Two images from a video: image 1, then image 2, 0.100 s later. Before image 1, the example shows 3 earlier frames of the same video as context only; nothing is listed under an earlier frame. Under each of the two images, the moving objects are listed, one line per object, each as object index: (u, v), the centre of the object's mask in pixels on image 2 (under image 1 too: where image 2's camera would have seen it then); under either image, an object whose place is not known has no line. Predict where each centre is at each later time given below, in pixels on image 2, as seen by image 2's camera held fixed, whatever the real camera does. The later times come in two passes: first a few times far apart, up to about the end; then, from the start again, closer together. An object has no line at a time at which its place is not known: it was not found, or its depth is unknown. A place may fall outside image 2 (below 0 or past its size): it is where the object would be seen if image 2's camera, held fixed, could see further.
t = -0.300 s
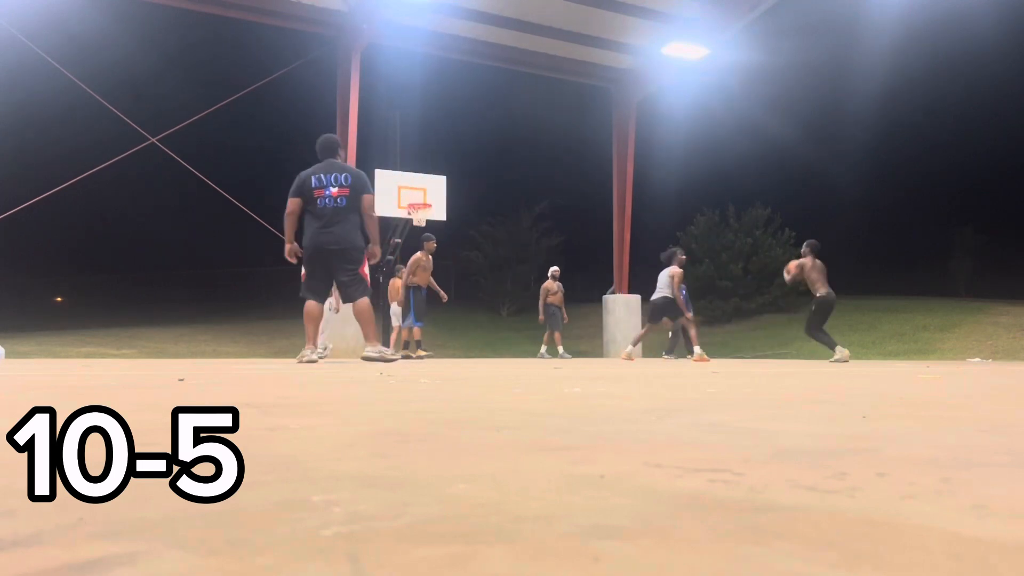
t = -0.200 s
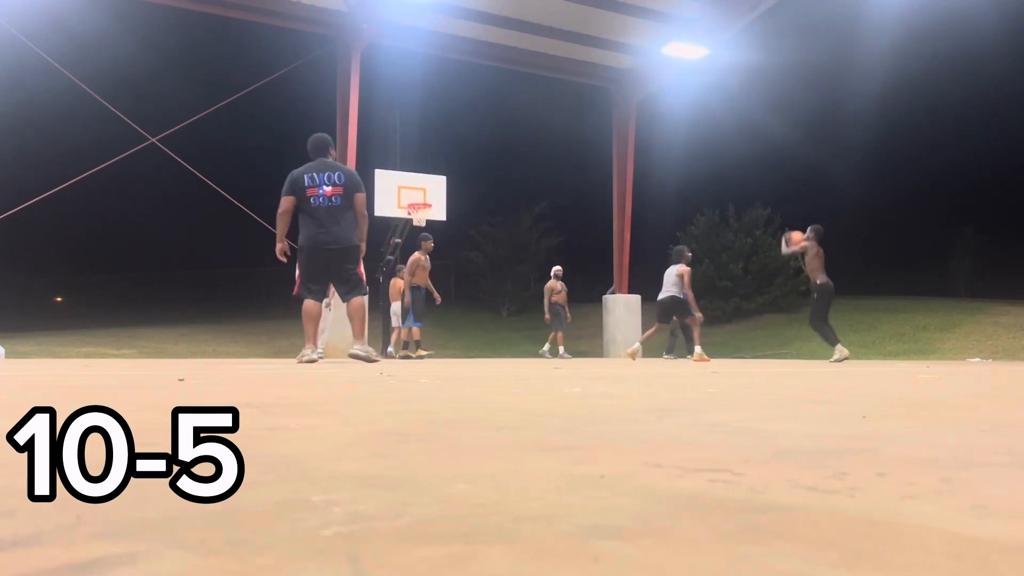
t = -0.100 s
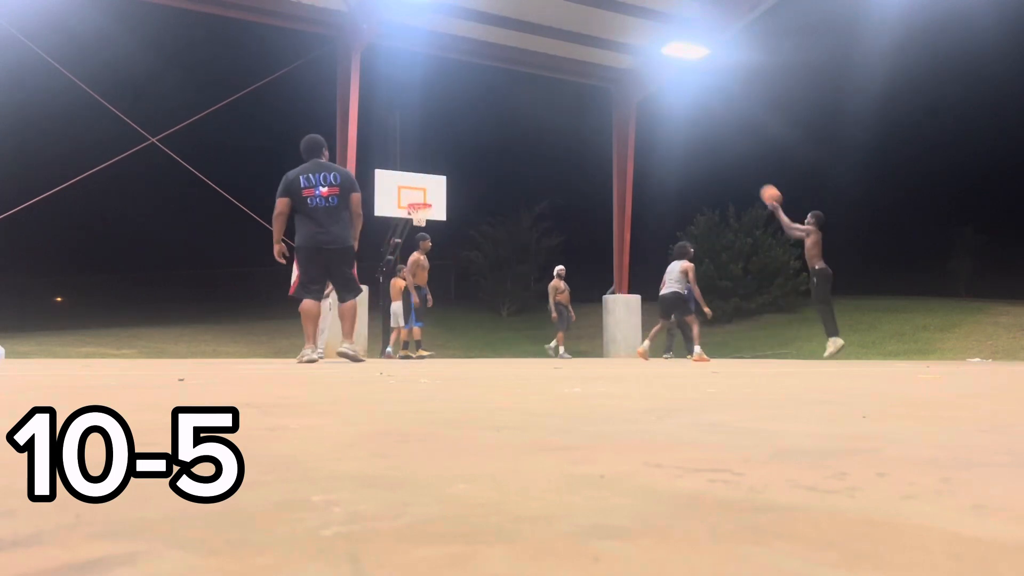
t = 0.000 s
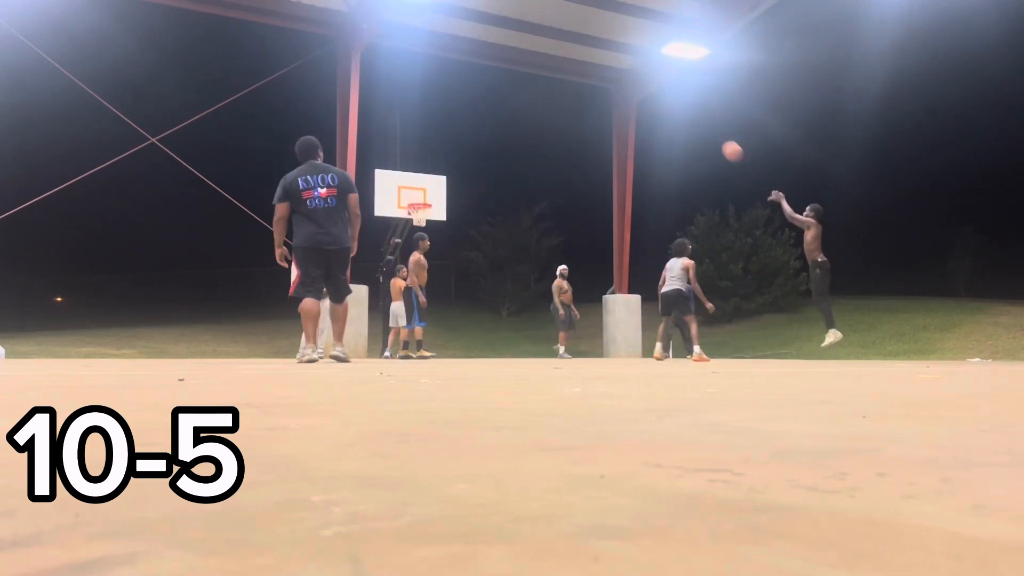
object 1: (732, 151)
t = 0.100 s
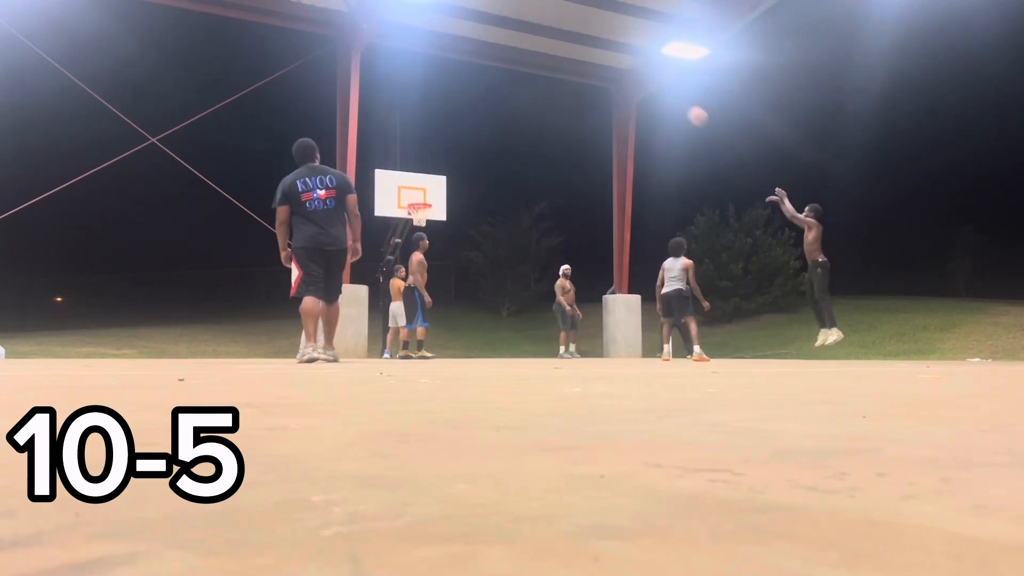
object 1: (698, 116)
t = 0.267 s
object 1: (644, 76)
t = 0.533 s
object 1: (573, 55)
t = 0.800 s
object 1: (512, 75)
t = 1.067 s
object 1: (461, 127)
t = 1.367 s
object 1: (413, 217)
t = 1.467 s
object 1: (420, 225)
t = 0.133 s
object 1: (686, 106)
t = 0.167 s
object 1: (675, 98)
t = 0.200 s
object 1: (664, 90)
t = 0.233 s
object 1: (655, 83)
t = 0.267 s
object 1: (644, 76)
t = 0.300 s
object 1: (635, 71)
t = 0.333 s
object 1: (625, 67)
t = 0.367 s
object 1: (616, 62)
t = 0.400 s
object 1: (607, 60)
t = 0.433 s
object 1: (598, 57)
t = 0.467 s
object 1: (590, 56)
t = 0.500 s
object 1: (581, 55)
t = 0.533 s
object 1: (573, 55)
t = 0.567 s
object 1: (565, 56)
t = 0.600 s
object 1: (556, 57)
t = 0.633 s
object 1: (549, 58)
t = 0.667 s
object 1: (542, 60)
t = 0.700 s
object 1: (534, 63)
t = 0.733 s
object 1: (527, 67)
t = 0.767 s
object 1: (519, 70)
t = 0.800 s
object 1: (512, 75)
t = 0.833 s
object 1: (505, 80)
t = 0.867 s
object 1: (499, 85)
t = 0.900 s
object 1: (492, 91)
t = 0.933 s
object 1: (485, 97)
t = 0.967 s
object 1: (479, 104)
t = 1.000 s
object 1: (473, 111)
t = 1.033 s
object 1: (467, 119)
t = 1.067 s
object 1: (461, 127)
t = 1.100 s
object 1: (455, 136)
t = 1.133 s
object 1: (449, 145)
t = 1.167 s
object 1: (443, 154)
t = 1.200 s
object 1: (437, 164)
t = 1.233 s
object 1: (432, 172)
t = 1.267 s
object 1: (426, 184)
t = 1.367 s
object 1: (413, 217)
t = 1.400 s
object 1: (415, 219)
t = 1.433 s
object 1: (417, 223)
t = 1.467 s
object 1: (420, 225)
